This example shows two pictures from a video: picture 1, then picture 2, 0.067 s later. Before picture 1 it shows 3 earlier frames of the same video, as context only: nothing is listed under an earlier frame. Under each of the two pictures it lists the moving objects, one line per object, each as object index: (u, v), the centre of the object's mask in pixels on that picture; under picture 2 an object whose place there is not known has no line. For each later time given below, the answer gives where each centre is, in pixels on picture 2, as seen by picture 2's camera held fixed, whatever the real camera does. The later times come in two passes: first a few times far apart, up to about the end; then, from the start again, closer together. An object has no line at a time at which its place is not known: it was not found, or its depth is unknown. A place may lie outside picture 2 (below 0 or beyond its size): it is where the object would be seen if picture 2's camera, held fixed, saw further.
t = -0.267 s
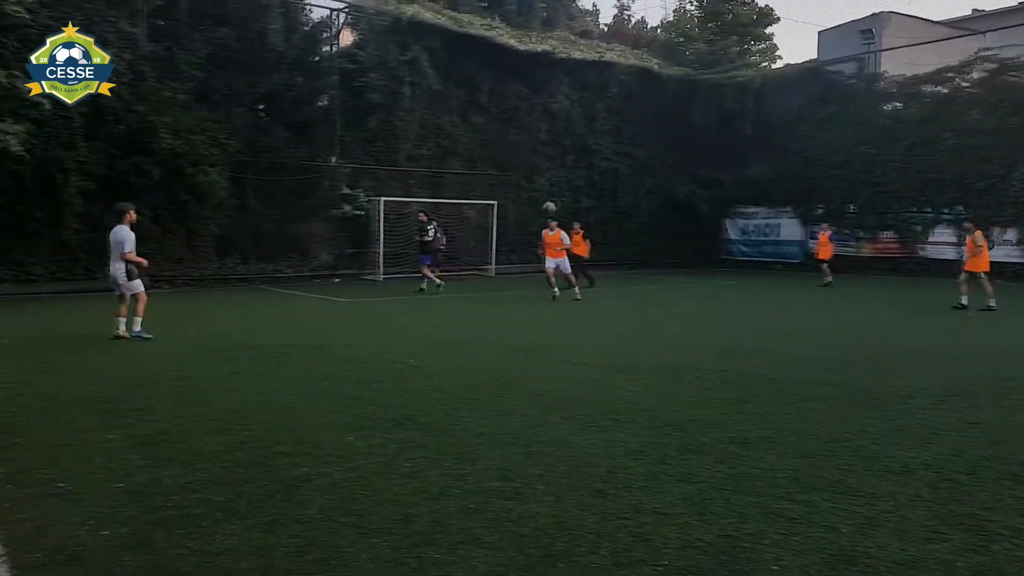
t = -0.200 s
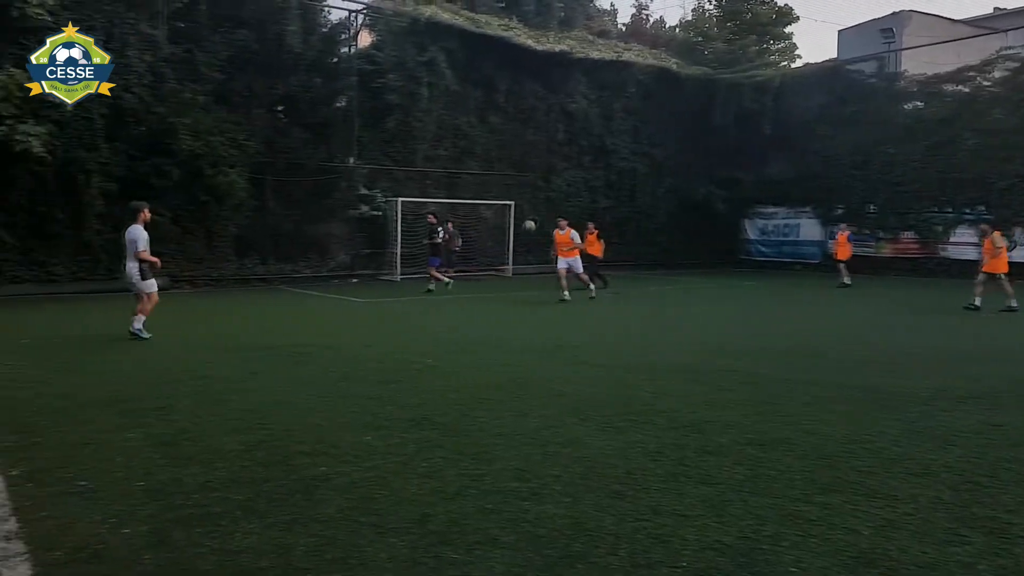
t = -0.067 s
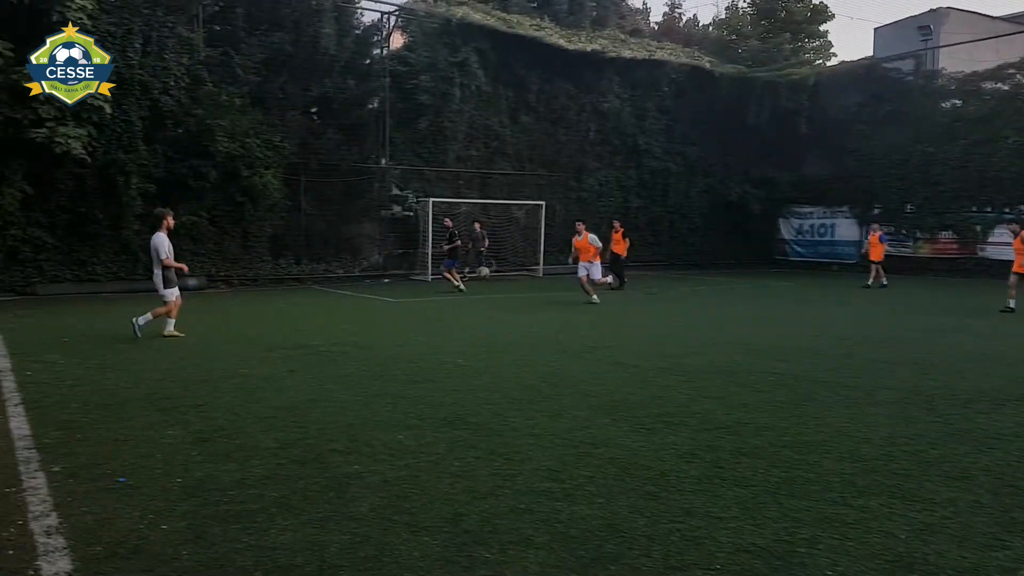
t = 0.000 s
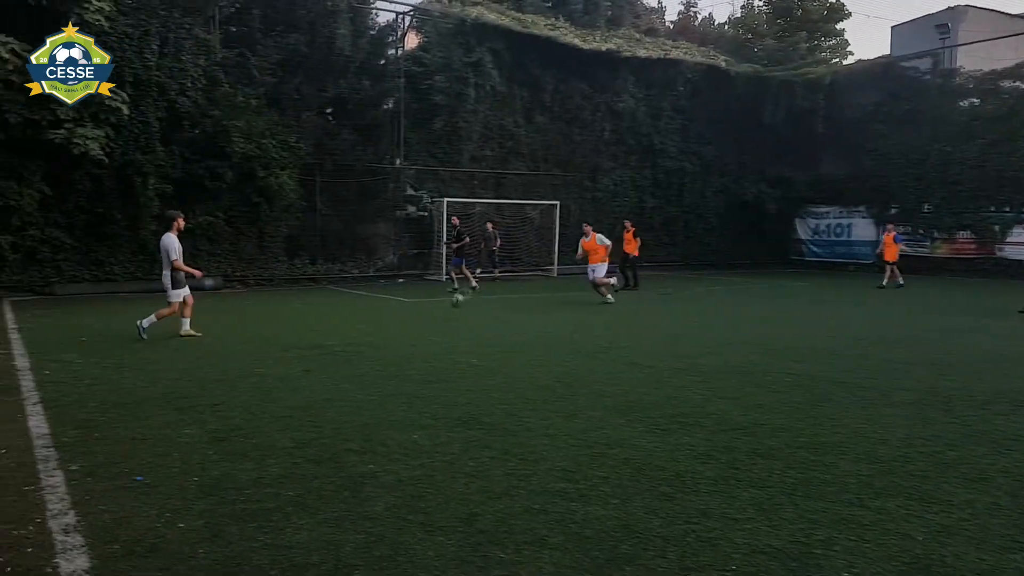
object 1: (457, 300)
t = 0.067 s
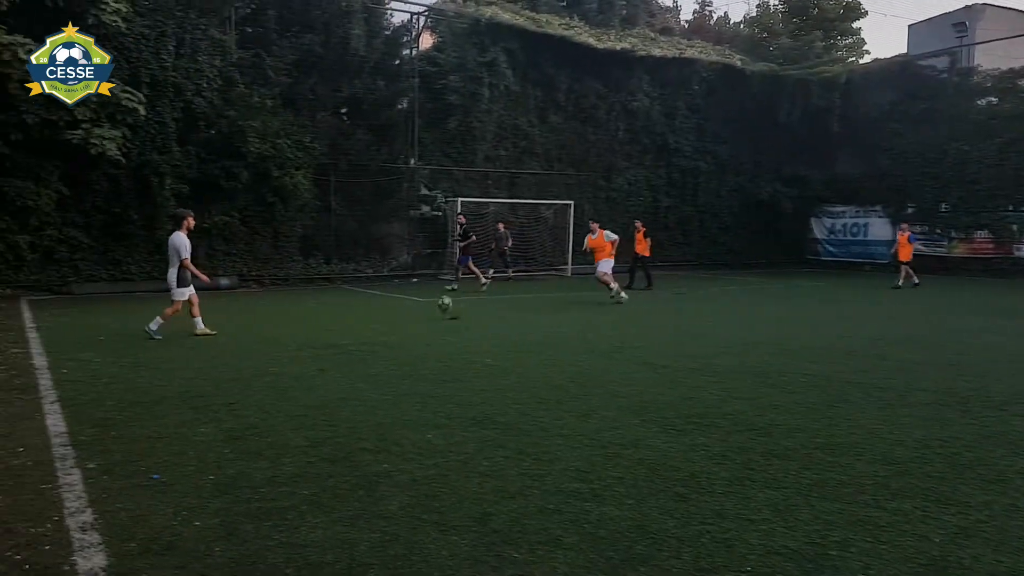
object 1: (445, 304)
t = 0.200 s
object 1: (412, 268)
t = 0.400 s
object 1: (359, 232)
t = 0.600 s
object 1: (300, 223)
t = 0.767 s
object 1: (248, 237)
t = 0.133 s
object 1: (429, 284)
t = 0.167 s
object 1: (420, 275)
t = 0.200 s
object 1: (412, 268)
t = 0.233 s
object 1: (404, 260)
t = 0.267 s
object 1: (394, 253)
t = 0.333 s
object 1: (377, 240)
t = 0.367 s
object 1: (367, 235)
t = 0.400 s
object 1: (359, 232)
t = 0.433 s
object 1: (350, 228)
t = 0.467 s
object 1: (339, 225)
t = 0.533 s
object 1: (320, 222)
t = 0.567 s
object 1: (309, 222)
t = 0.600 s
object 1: (300, 223)
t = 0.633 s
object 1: (291, 224)
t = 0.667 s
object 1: (279, 226)
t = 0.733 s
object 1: (260, 233)
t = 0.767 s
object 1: (248, 237)
